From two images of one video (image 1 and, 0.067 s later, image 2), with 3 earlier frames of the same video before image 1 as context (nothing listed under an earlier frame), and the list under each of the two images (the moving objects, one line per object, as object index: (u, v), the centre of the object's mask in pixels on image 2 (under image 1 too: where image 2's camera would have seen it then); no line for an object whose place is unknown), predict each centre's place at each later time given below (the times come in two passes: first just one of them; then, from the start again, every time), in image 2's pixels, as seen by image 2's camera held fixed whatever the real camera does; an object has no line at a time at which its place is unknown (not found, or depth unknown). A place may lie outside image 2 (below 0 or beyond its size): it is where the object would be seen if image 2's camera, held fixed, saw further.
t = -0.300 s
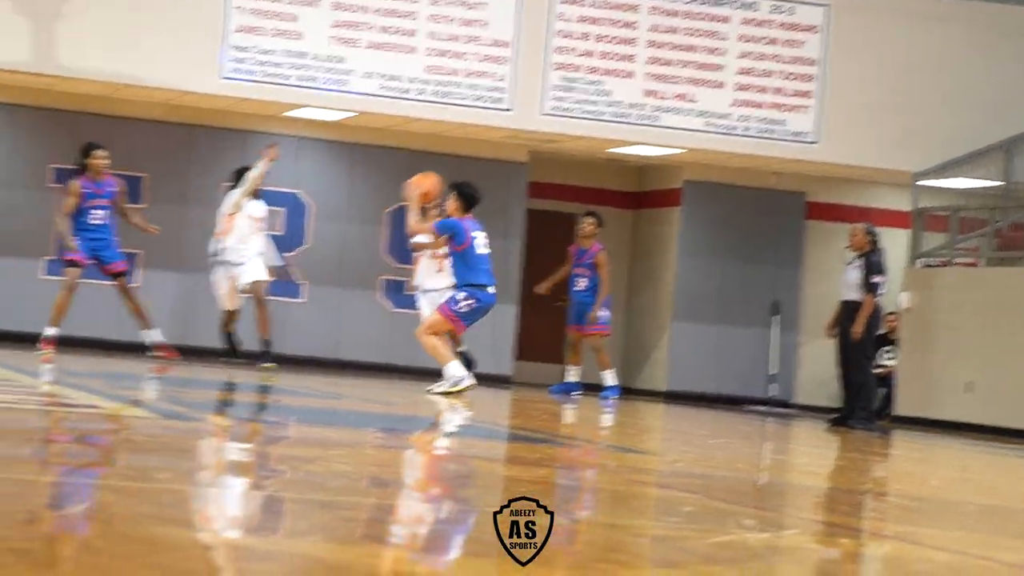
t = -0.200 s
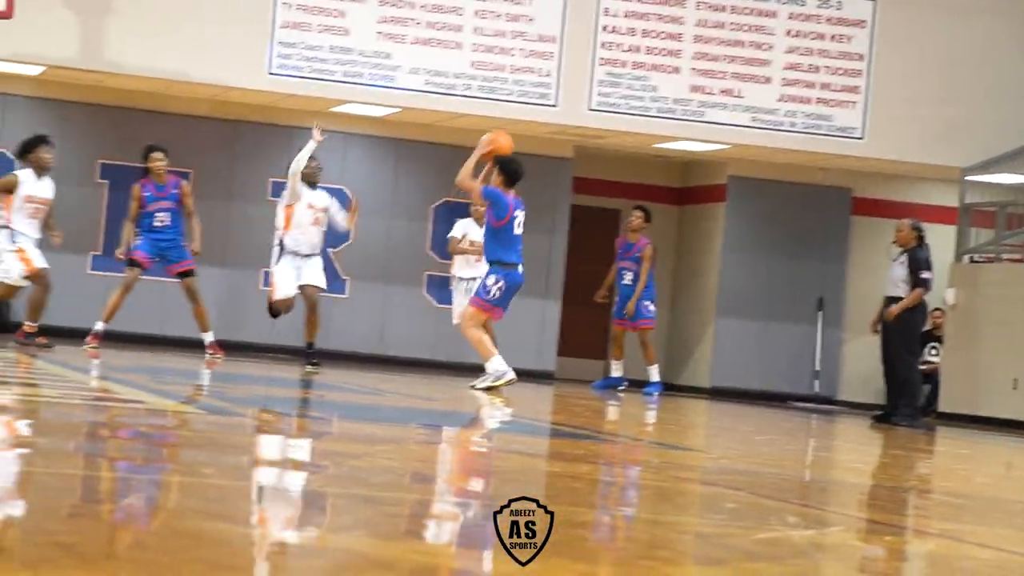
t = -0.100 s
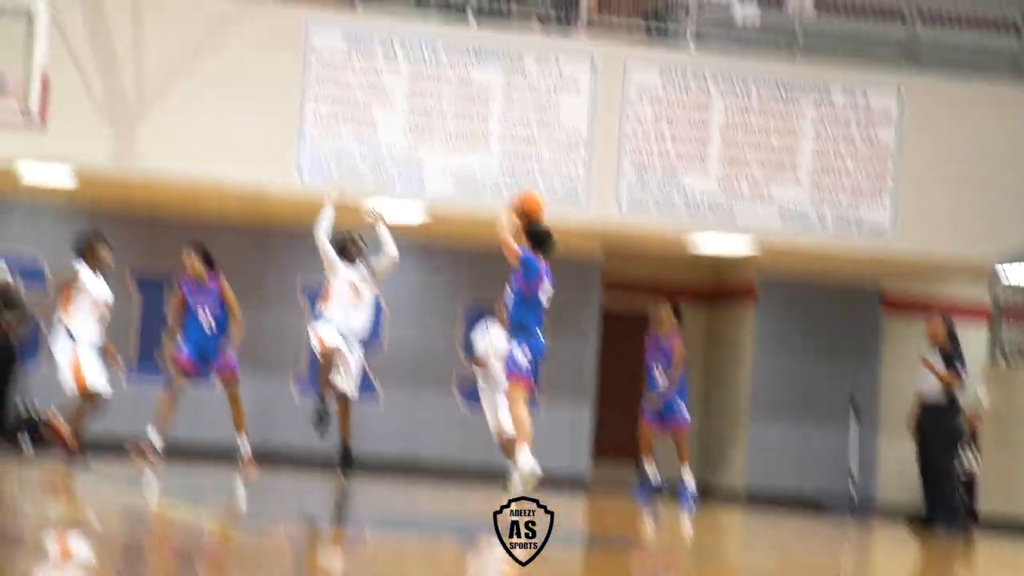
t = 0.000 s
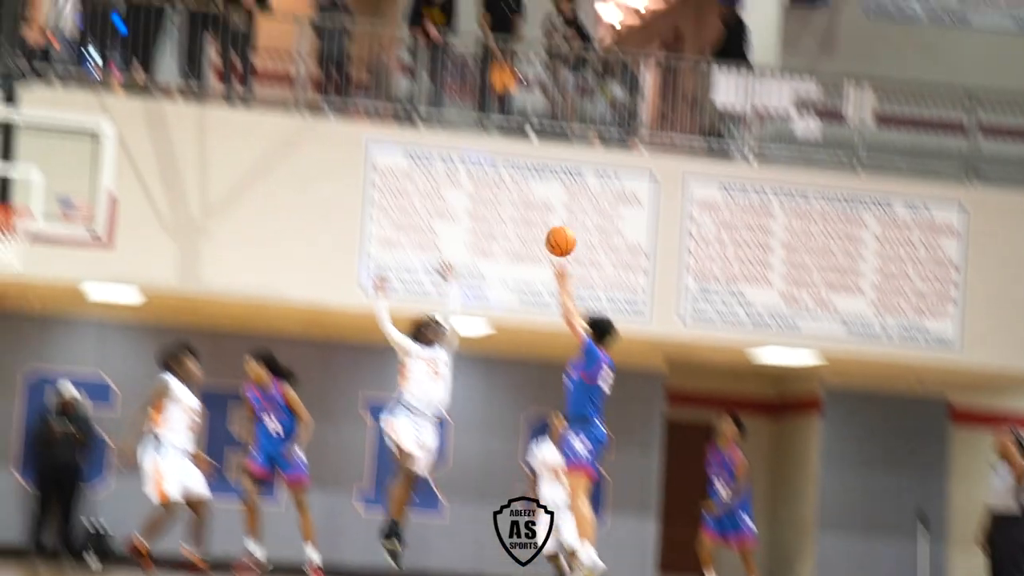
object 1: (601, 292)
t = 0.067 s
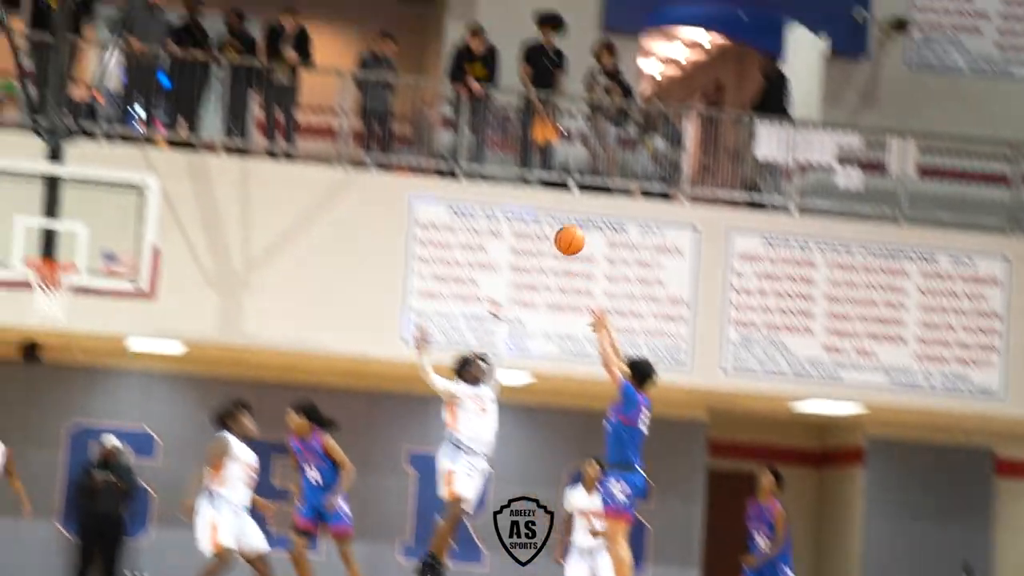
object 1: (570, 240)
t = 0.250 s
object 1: (484, 131)
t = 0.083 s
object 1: (562, 228)
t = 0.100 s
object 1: (554, 217)
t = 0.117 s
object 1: (545, 206)
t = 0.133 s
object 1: (538, 195)
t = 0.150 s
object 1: (530, 185)
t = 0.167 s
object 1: (523, 175)
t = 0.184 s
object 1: (515, 165)
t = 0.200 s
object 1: (507, 156)
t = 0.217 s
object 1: (499, 148)
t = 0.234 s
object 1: (491, 139)
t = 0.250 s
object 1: (484, 131)
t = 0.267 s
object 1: (476, 123)
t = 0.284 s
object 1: (468, 116)
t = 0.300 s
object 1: (460, 110)
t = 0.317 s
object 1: (453, 103)
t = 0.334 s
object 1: (445, 97)
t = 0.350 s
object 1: (437, 90)
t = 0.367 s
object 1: (429, 86)
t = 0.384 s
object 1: (421, 81)
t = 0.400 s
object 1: (414, 76)
